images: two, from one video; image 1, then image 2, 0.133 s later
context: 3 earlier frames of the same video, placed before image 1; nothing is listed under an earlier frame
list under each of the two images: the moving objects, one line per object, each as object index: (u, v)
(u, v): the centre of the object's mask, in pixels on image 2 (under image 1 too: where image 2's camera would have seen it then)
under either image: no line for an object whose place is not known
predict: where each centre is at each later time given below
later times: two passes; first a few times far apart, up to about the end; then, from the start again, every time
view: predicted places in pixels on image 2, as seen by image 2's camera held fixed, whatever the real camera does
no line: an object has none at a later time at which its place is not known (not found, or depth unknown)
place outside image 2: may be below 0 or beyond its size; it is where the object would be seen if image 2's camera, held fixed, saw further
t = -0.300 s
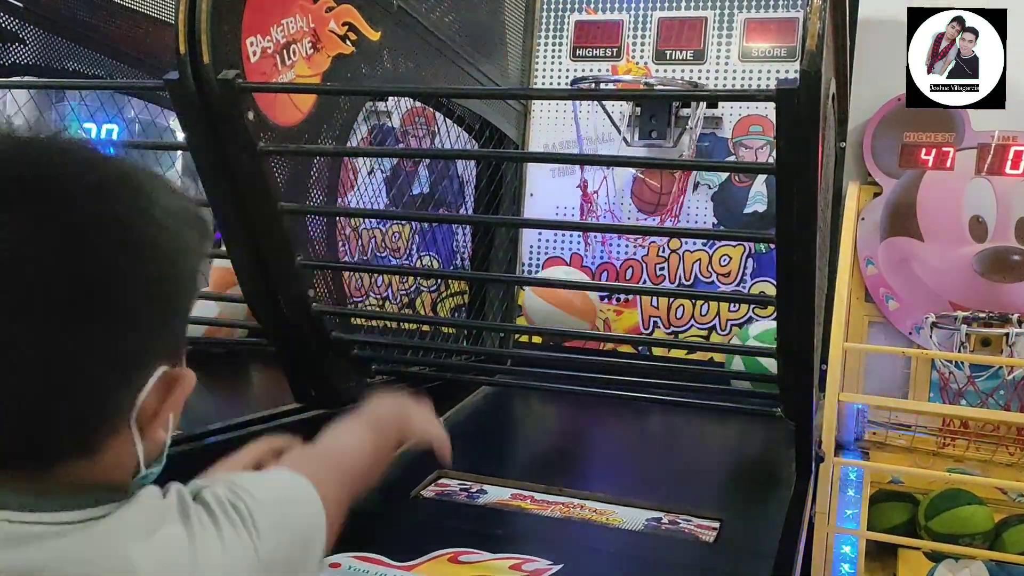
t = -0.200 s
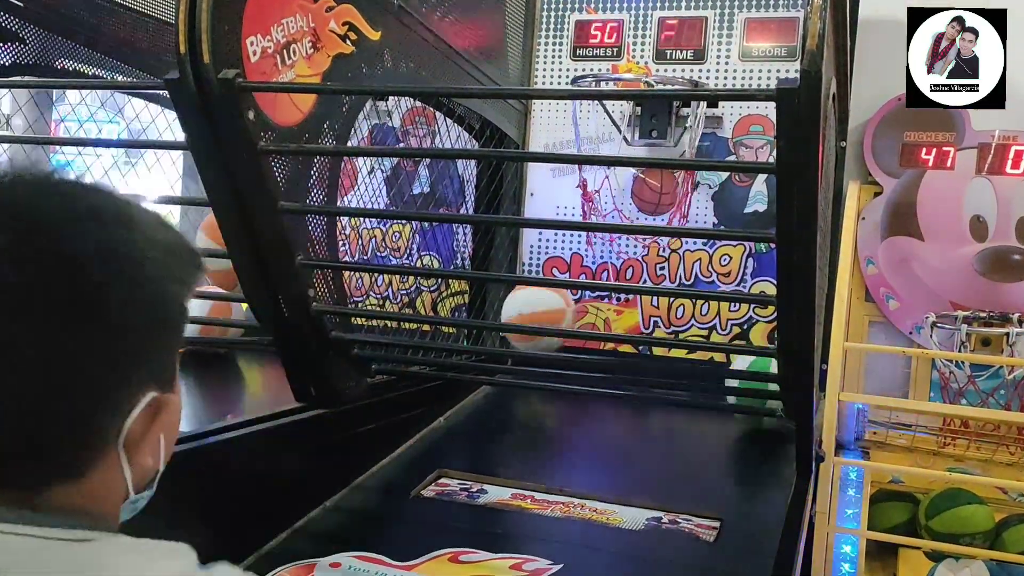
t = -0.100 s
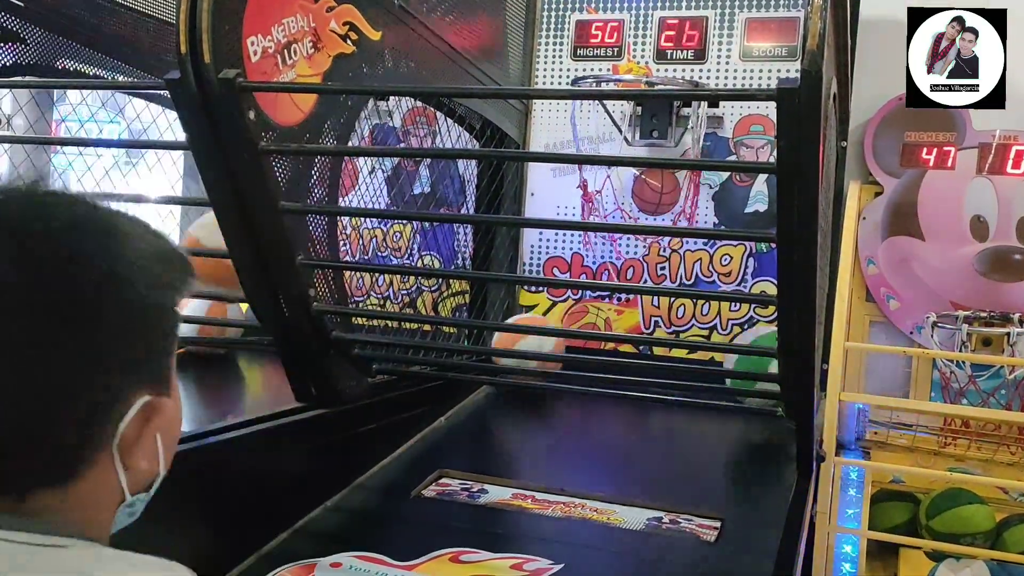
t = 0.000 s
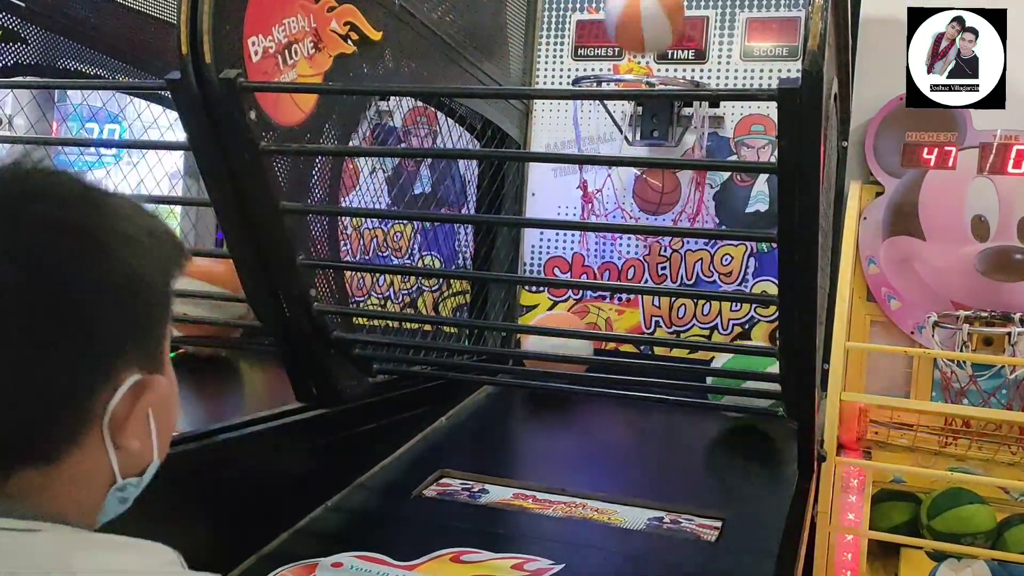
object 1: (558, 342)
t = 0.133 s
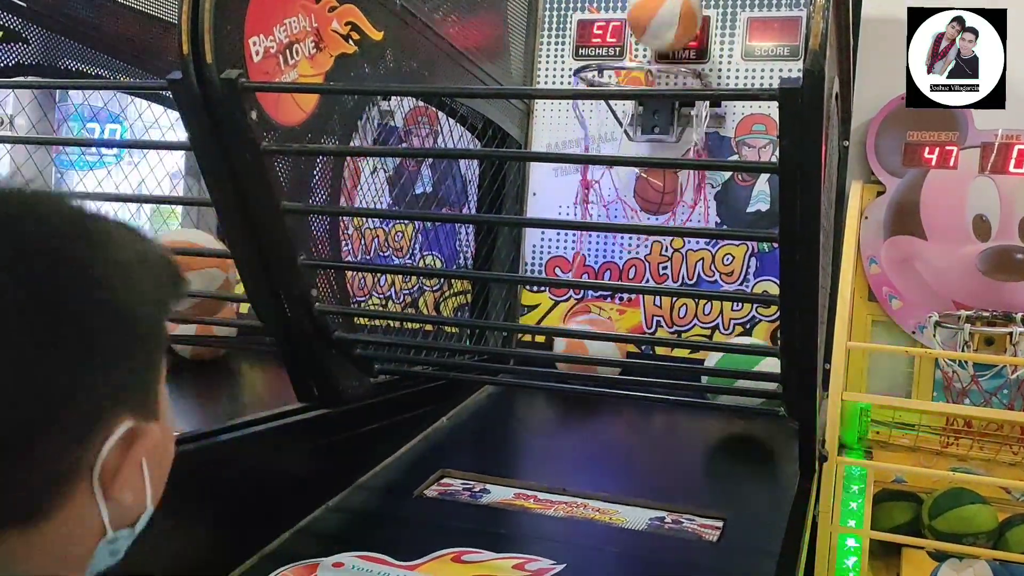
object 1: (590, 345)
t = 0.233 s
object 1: (607, 348)
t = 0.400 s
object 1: (636, 356)
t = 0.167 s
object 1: (596, 346)
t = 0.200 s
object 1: (601, 348)
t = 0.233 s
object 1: (607, 348)
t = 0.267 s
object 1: (613, 350)
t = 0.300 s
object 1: (619, 351)
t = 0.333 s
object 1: (624, 353)
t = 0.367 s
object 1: (631, 354)
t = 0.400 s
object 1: (636, 356)
